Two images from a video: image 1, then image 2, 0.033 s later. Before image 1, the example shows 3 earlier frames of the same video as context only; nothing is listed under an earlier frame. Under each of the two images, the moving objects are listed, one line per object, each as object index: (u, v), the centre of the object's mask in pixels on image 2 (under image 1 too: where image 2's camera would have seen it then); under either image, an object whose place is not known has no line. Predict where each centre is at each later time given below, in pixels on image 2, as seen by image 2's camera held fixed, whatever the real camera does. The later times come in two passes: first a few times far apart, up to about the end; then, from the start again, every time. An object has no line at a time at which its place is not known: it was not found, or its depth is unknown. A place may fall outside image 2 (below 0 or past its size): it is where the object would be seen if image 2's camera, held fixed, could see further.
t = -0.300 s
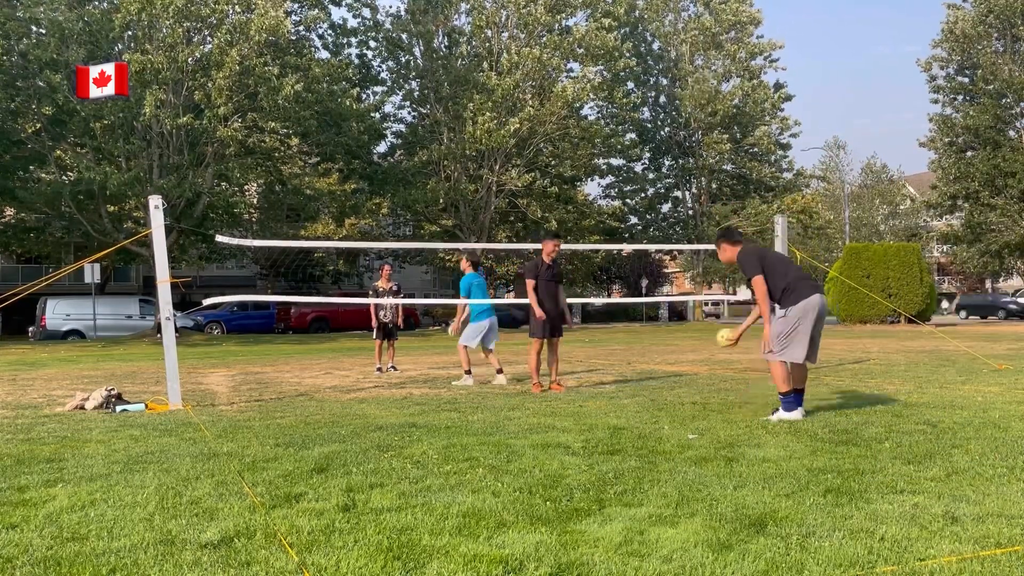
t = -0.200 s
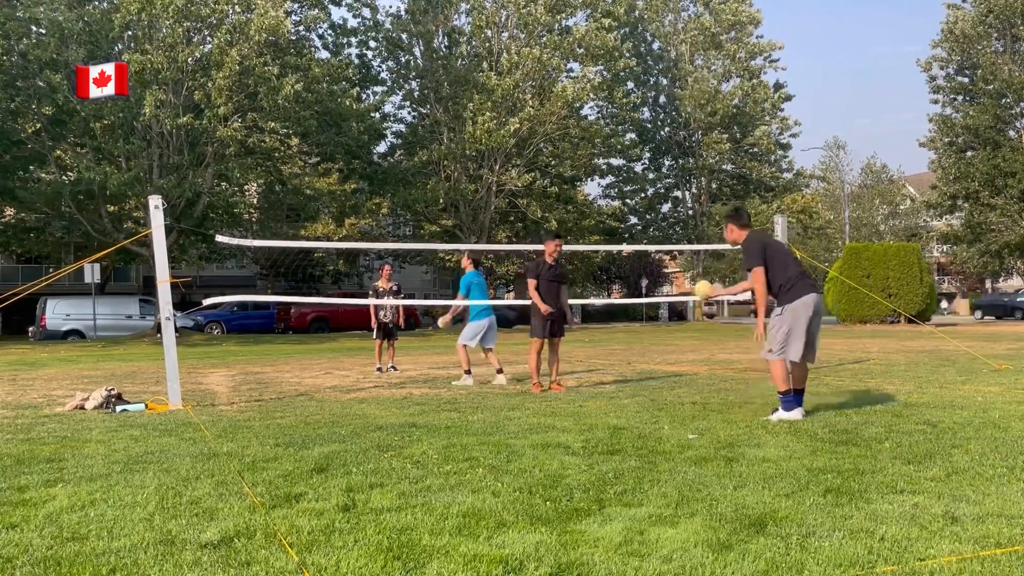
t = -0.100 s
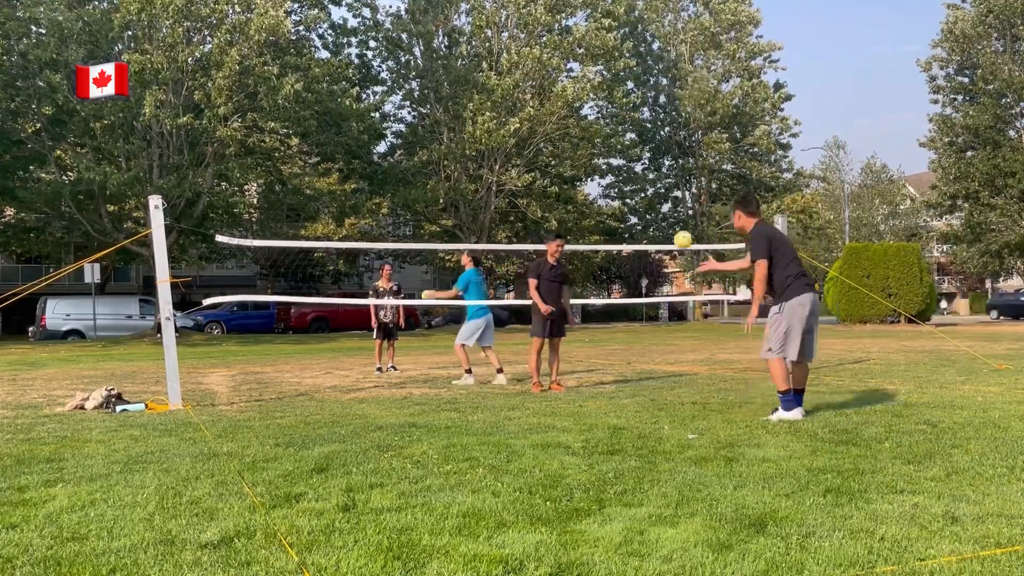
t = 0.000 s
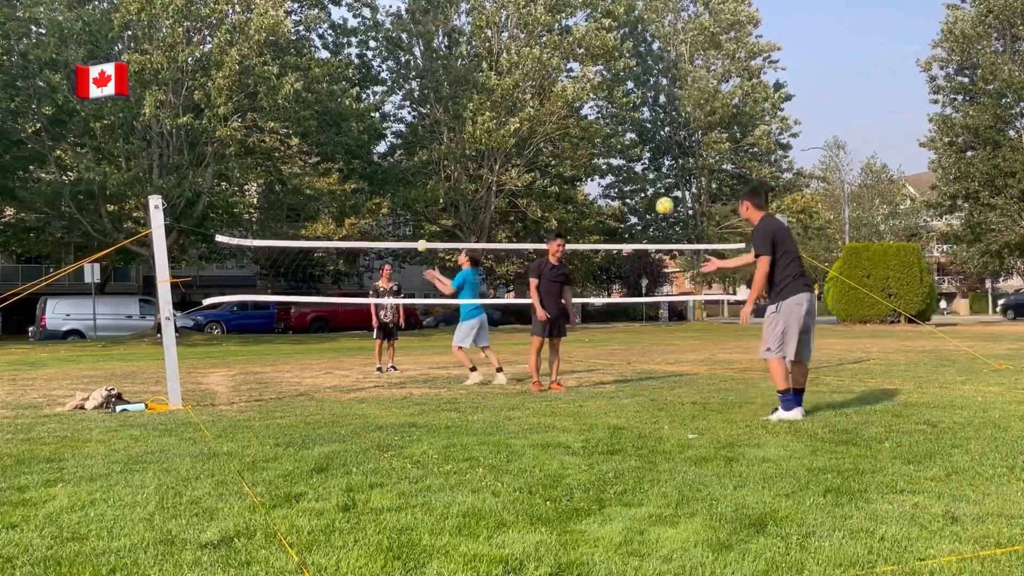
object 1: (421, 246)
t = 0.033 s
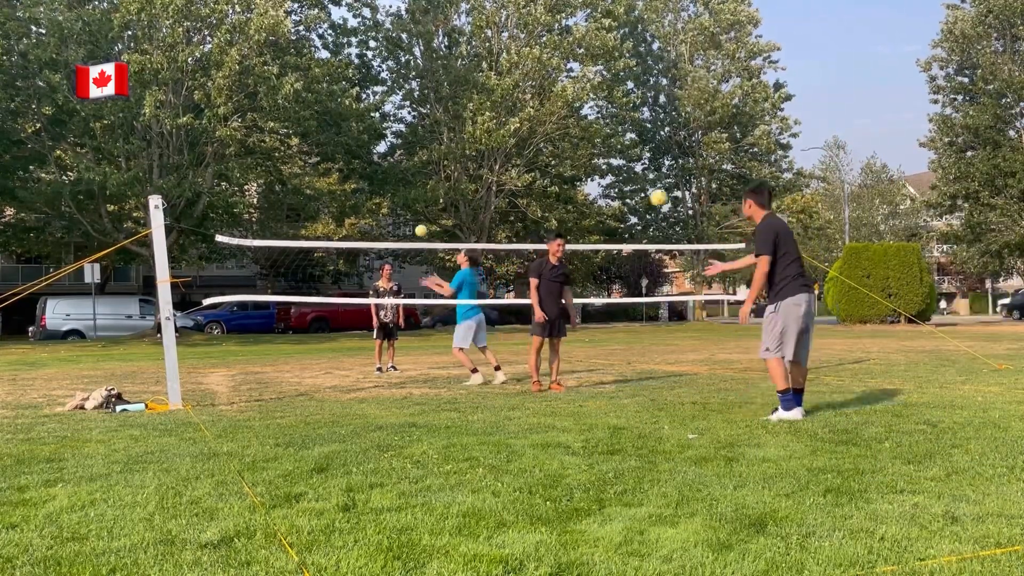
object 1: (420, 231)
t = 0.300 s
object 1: (410, 145)
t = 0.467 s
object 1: (404, 122)
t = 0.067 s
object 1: (419, 216)
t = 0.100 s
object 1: (418, 203)
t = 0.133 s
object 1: (417, 191)
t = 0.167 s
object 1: (415, 180)
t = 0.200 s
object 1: (414, 170)
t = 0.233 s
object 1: (412, 160)
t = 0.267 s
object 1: (411, 153)
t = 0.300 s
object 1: (410, 145)
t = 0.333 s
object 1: (409, 138)
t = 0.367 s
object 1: (407, 133)
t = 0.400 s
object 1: (407, 128)
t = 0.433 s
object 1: (405, 125)
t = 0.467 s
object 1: (404, 122)
